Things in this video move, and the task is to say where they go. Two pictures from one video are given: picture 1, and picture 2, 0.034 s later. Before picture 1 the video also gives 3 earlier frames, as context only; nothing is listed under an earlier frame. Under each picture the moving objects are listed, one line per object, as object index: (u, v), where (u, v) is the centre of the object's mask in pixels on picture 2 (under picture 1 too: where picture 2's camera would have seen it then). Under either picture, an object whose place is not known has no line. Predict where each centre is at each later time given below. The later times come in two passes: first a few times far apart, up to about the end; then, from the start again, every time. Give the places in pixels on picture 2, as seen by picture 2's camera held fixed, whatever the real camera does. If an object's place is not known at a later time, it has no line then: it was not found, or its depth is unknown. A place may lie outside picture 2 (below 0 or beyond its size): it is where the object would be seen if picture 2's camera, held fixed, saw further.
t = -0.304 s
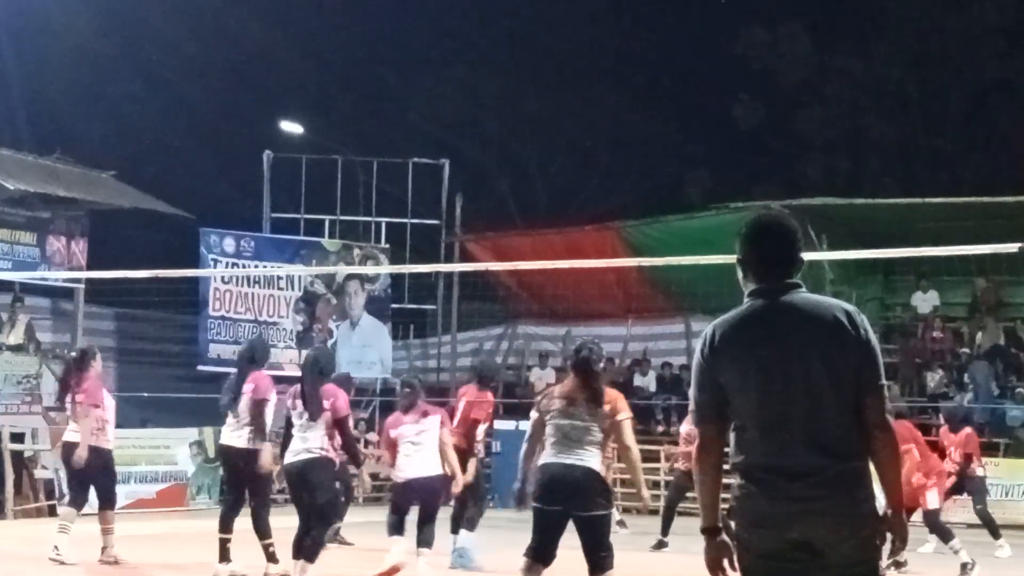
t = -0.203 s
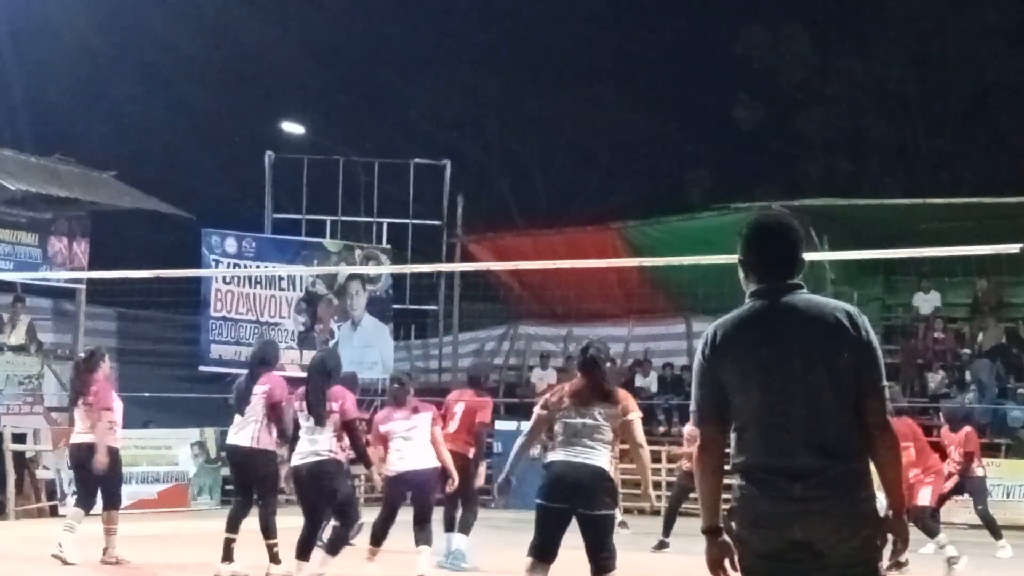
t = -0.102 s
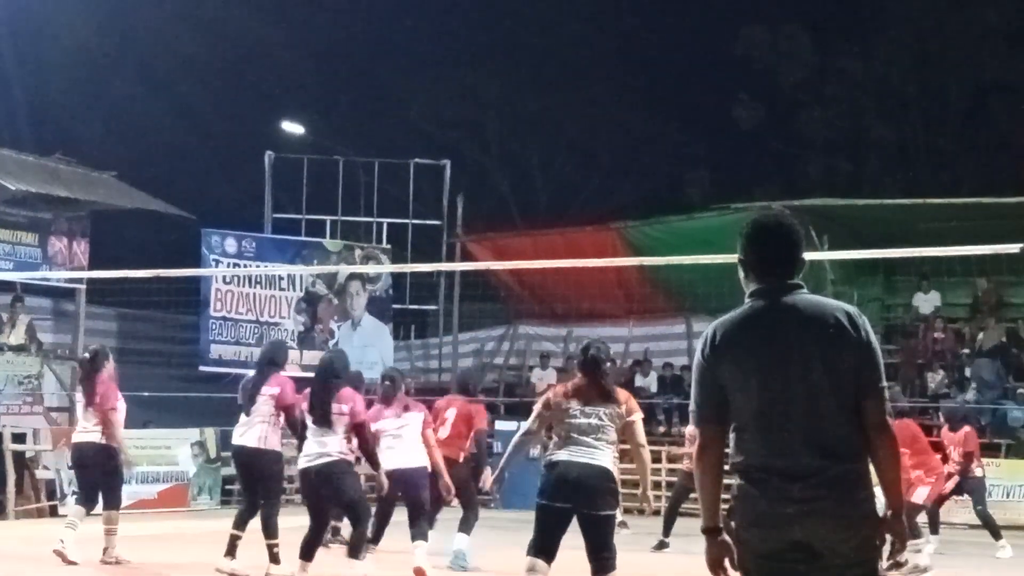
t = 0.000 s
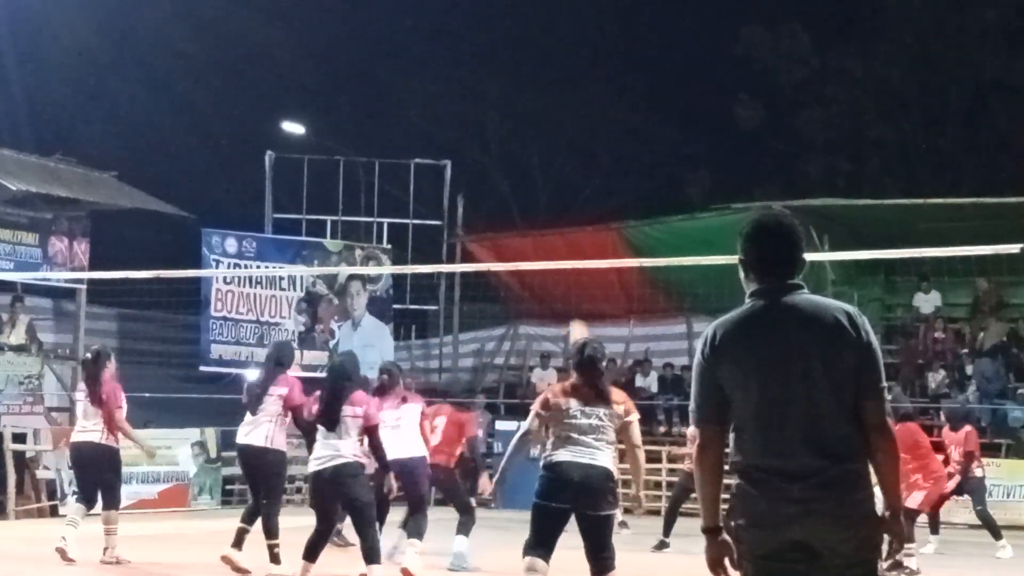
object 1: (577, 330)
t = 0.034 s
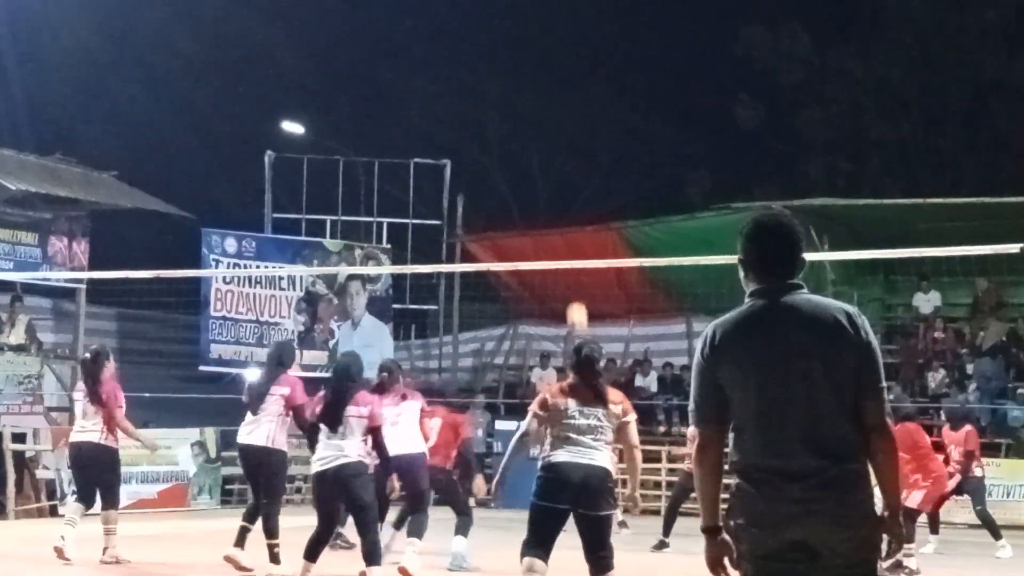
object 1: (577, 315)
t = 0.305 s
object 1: (566, 210)
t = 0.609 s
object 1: (549, 169)
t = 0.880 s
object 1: (532, 211)
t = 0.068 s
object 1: (576, 300)
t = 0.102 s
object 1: (574, 285)
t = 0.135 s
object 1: (573, 274)
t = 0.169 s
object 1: (571, 251)
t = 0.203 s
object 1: (570, 242)
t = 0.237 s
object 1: (568, 230)
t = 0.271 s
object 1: (567, 219)
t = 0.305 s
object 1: (566, 210)
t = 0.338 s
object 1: (563, 201)
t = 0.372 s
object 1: (562, 193)
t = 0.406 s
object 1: (561, 187)
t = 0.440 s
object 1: (558, 180)
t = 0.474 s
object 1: (557, 177)
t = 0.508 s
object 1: (555, 173)
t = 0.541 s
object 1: (554, 170)
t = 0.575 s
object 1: (551, 169)
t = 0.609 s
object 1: (549, 169)
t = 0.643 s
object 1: (547, 170)
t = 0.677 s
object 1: (545, 172)
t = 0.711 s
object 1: (543, 175)
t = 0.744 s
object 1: (541, 180)
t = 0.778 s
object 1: (539, 186)
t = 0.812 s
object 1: (537, 193)
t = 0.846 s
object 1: (534, 201)
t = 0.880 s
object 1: (532, 211)
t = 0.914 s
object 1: (529, 221)
